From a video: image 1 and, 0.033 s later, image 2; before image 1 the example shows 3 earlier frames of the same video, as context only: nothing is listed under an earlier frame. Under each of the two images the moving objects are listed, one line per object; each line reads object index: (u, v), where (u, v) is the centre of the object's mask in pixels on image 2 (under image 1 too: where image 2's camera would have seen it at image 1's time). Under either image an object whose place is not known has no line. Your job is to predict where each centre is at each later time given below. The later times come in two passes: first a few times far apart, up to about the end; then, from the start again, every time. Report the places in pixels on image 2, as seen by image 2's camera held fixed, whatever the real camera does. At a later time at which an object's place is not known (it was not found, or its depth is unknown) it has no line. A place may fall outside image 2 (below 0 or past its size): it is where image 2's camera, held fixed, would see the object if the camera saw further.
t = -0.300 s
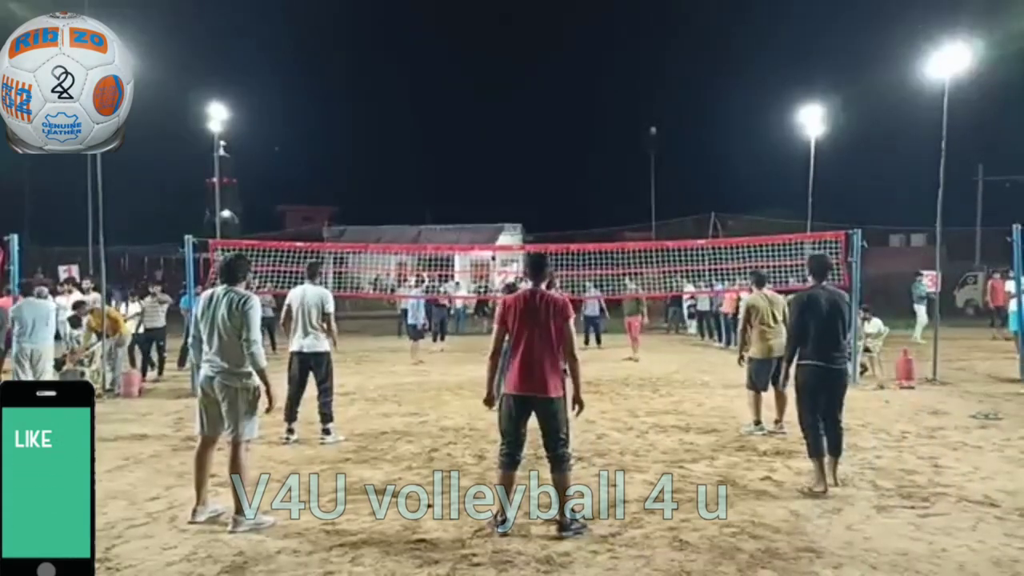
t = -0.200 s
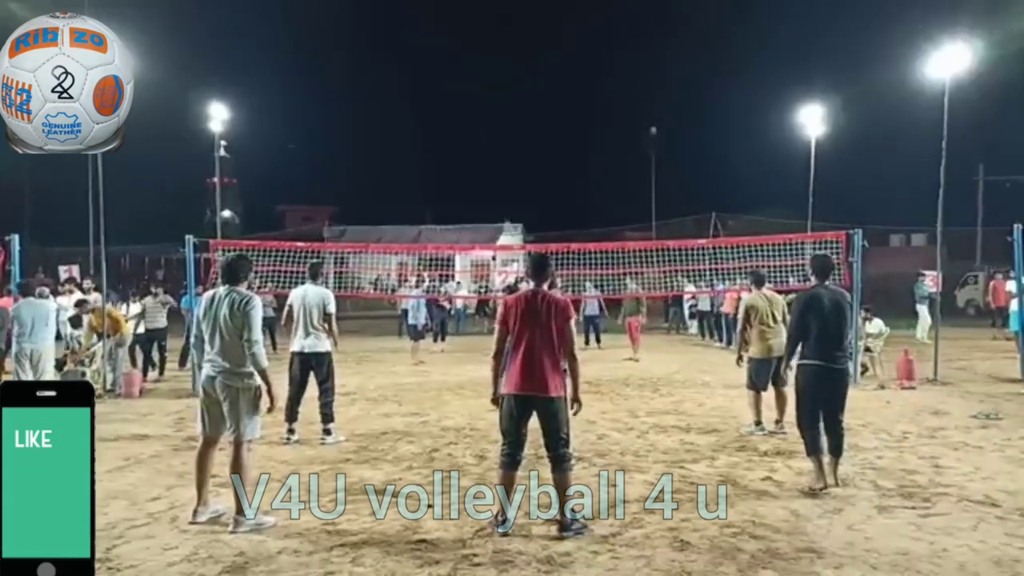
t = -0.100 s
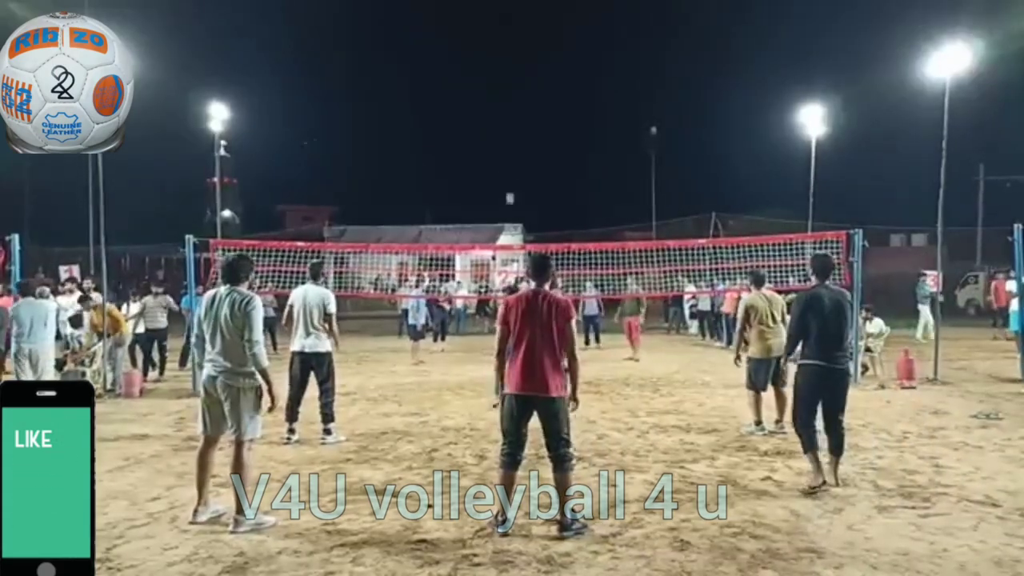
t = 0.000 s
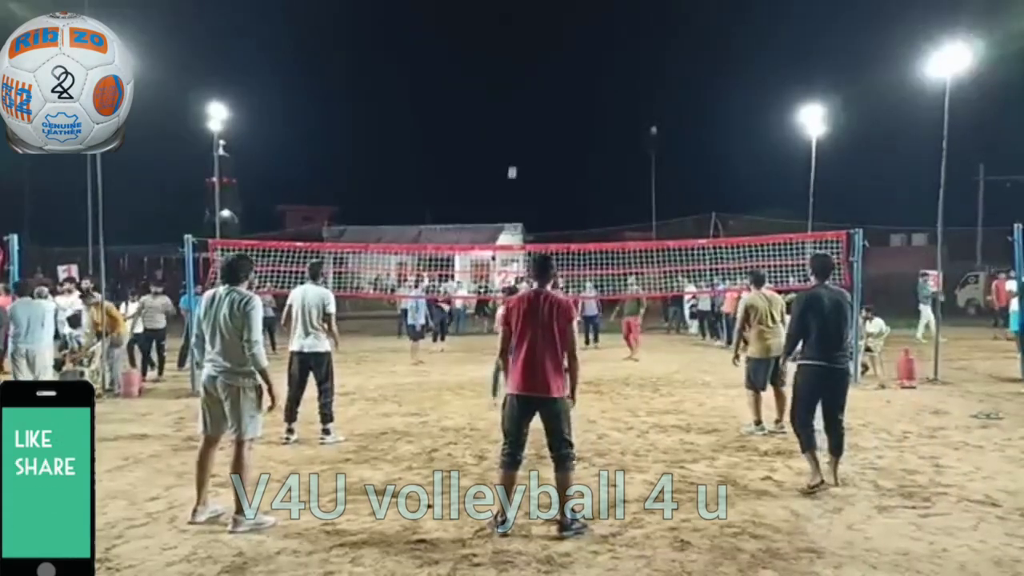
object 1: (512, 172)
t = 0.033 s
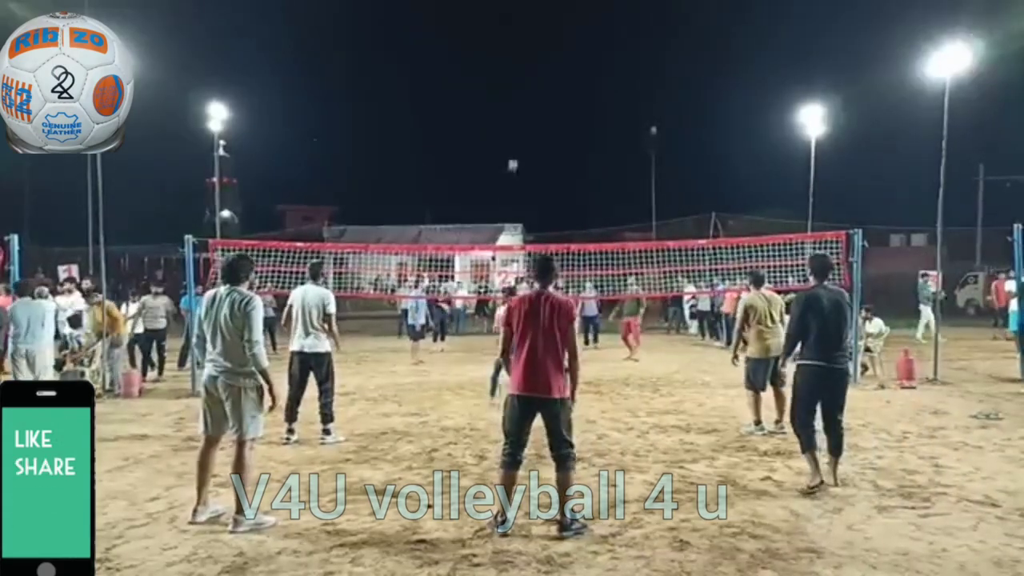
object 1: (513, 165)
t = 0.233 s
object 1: (519, 122)
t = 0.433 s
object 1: (528, 93)
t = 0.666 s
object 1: (543, 86)
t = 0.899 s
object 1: (567, 132)
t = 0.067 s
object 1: (514, 157)
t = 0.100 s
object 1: (515, 149)
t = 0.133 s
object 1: (516, 142)
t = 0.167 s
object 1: (517, 135)
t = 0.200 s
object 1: (518, 128)
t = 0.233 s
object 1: (519, 122)
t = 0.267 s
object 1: (521, 115)
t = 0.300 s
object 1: (522, 110)
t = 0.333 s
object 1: (524, 105)
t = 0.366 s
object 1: (525, 100)
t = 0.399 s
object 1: (527, 96)
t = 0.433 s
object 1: (528, 93)
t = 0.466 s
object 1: (531, 89)
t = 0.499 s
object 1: (533, 87)
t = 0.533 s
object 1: (534, 85)
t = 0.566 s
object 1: (536, 84)
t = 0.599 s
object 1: (539, 84)
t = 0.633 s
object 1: (541, 85)
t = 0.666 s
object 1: (543, 86)
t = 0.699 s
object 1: (546, 88)
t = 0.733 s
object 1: (549, 92)
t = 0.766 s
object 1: (552, 97)
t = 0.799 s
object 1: (555, 103)
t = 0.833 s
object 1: (558, 111)
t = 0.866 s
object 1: (562, 120)
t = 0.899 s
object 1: (567, 132)
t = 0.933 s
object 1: (571, 144)
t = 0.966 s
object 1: (577, 159)
